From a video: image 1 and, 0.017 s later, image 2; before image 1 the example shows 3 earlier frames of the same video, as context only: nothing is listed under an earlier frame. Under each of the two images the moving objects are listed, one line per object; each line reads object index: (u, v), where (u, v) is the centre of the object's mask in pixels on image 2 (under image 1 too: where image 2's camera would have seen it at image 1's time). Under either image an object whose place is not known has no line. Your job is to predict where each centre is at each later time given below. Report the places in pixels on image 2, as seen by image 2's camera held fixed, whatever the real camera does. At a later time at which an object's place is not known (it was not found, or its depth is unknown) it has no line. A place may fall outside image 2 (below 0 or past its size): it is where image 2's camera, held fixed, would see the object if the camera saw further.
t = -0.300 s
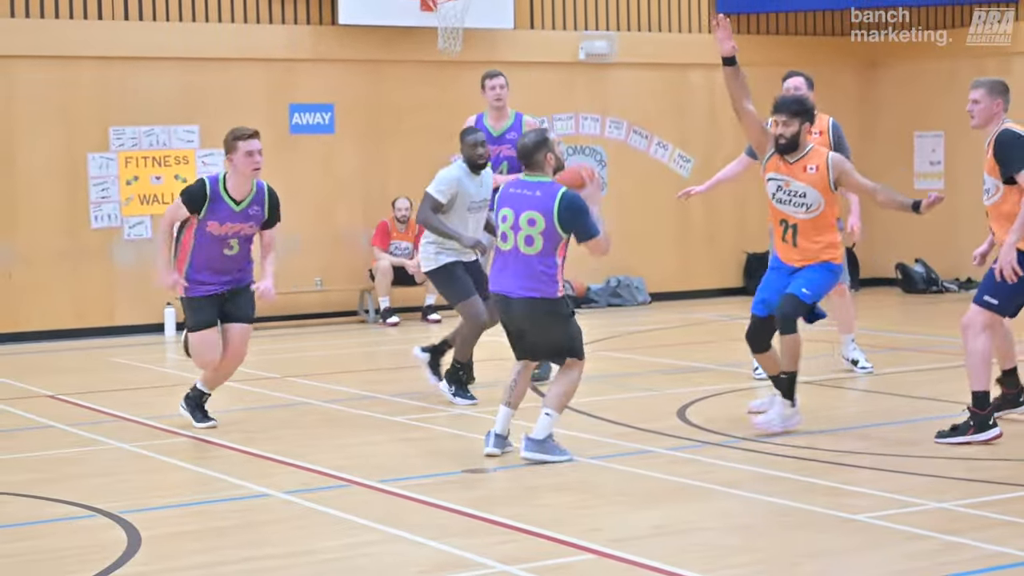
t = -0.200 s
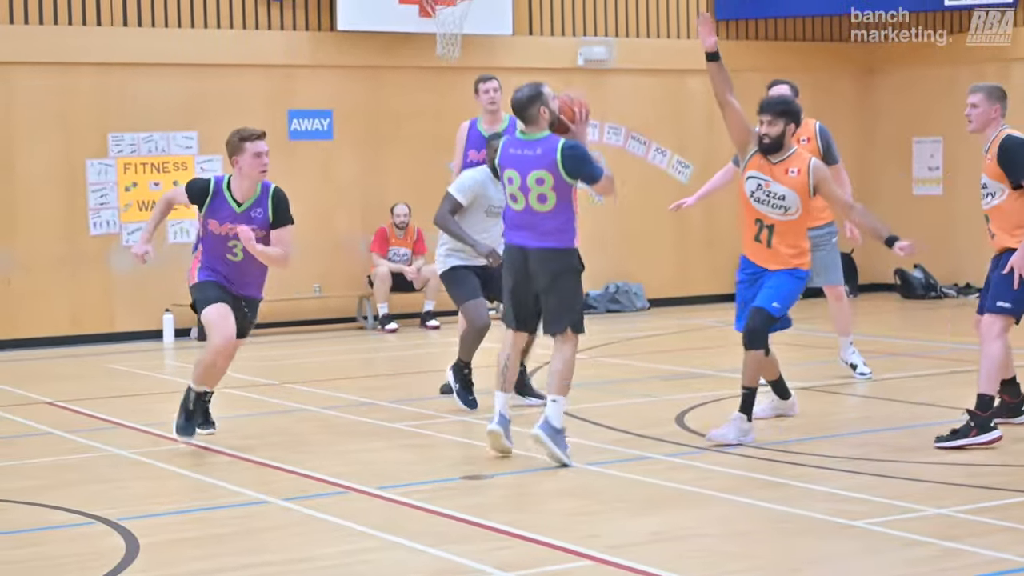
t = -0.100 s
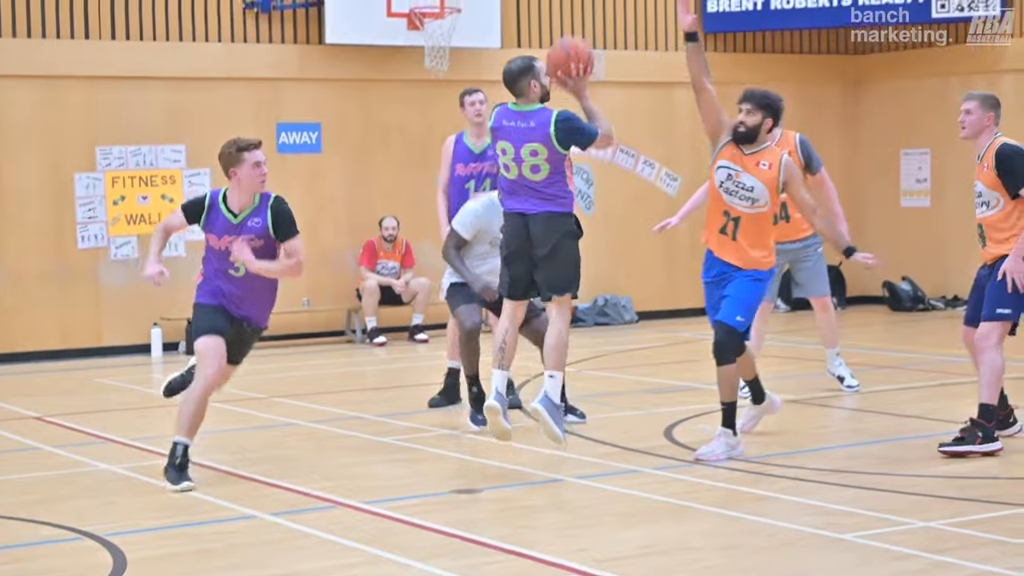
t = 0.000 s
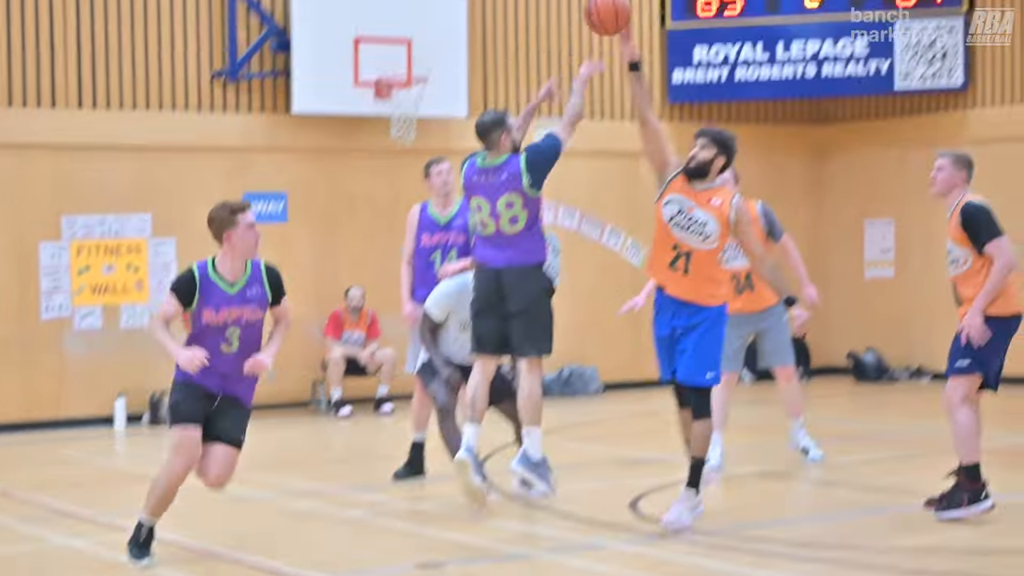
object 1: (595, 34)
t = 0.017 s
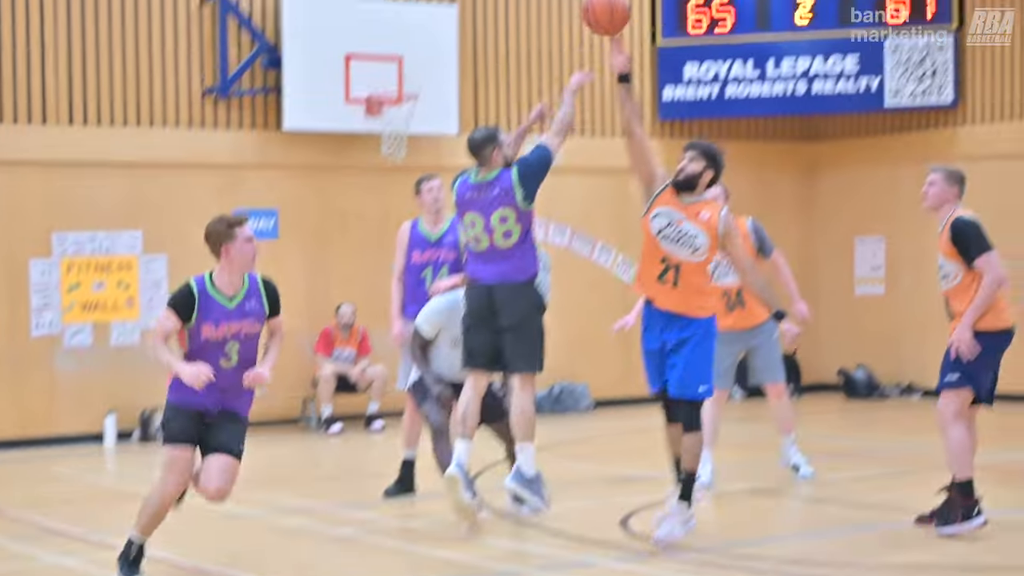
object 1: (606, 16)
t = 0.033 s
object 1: (615, -2)
